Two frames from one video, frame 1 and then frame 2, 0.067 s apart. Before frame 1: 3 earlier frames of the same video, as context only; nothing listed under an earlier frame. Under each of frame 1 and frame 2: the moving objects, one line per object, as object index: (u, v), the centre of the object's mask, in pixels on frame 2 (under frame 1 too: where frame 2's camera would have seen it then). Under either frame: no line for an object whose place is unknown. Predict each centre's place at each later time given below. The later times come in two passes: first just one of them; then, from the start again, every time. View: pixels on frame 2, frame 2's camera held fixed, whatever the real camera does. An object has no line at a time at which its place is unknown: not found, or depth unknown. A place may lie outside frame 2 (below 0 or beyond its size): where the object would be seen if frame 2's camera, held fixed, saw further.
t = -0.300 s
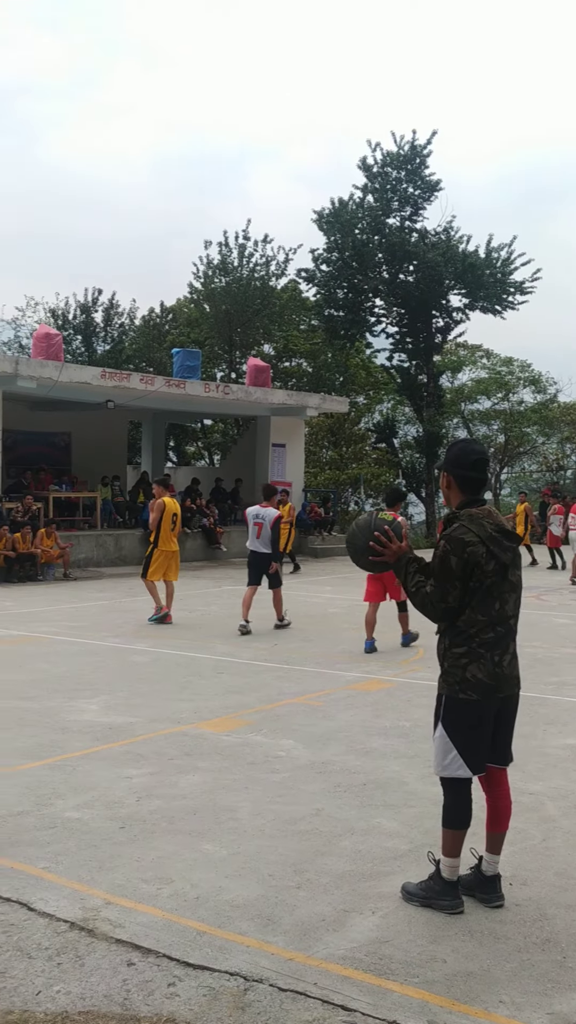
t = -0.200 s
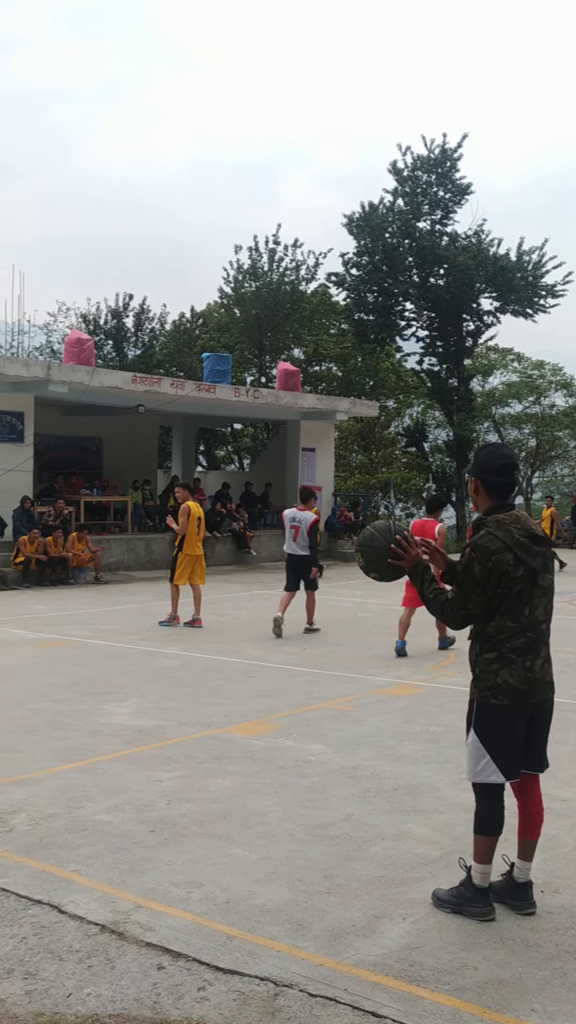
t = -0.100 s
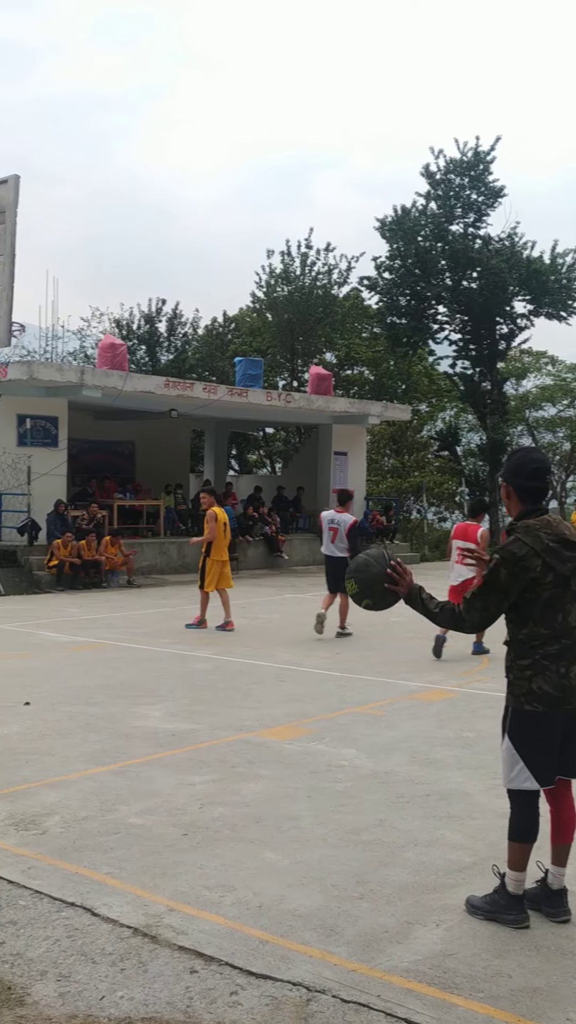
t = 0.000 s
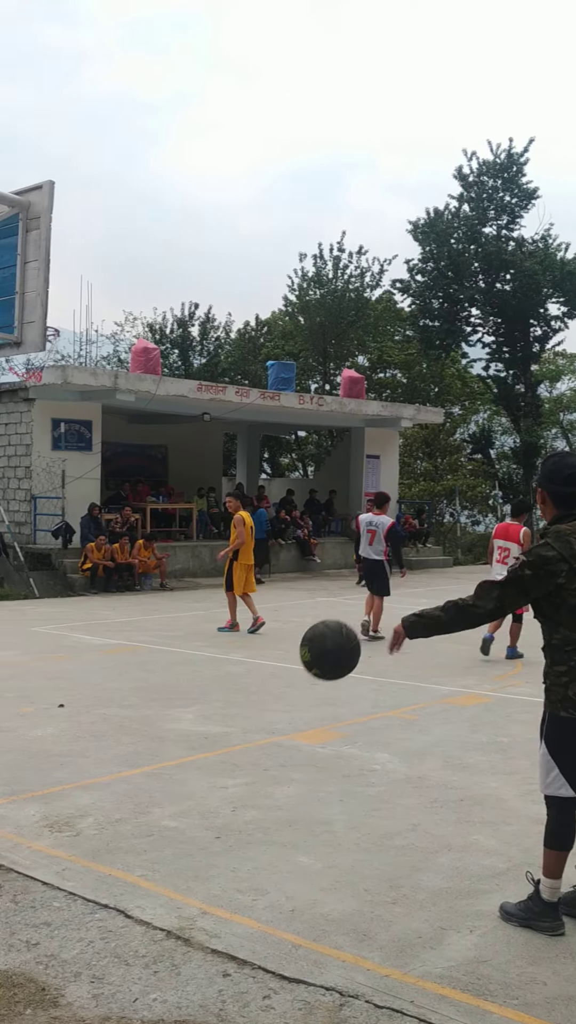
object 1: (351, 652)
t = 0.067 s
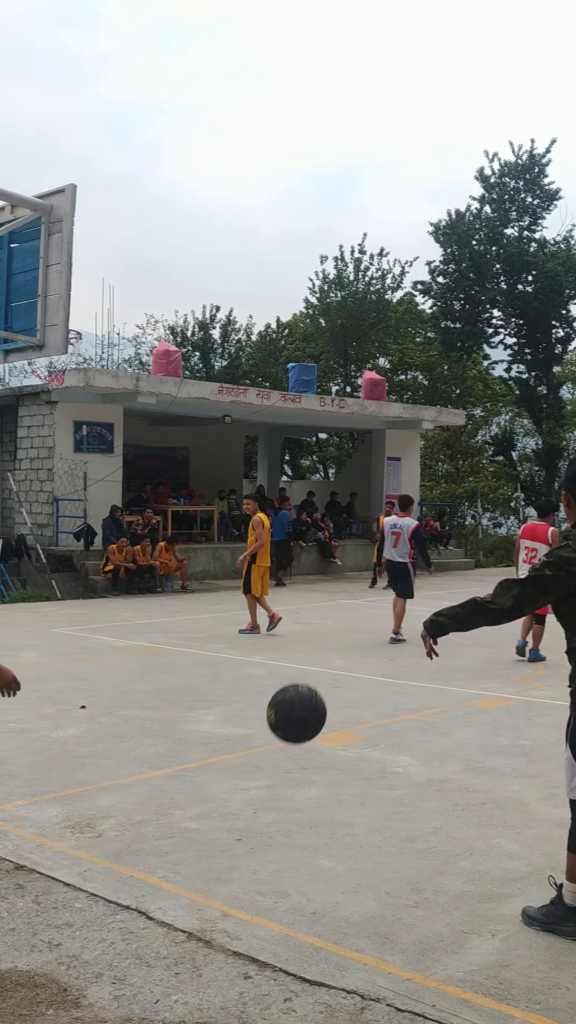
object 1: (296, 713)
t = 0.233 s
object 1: (188, 808)
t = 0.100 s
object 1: (270, 747)
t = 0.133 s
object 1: (244, 783)
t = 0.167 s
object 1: (219, 821)
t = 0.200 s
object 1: (198, 846)
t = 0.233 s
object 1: (188, 808)
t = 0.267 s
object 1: (178, 774)
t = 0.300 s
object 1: (168, 743)
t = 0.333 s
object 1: (158, 714)
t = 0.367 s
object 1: (148, 689)
